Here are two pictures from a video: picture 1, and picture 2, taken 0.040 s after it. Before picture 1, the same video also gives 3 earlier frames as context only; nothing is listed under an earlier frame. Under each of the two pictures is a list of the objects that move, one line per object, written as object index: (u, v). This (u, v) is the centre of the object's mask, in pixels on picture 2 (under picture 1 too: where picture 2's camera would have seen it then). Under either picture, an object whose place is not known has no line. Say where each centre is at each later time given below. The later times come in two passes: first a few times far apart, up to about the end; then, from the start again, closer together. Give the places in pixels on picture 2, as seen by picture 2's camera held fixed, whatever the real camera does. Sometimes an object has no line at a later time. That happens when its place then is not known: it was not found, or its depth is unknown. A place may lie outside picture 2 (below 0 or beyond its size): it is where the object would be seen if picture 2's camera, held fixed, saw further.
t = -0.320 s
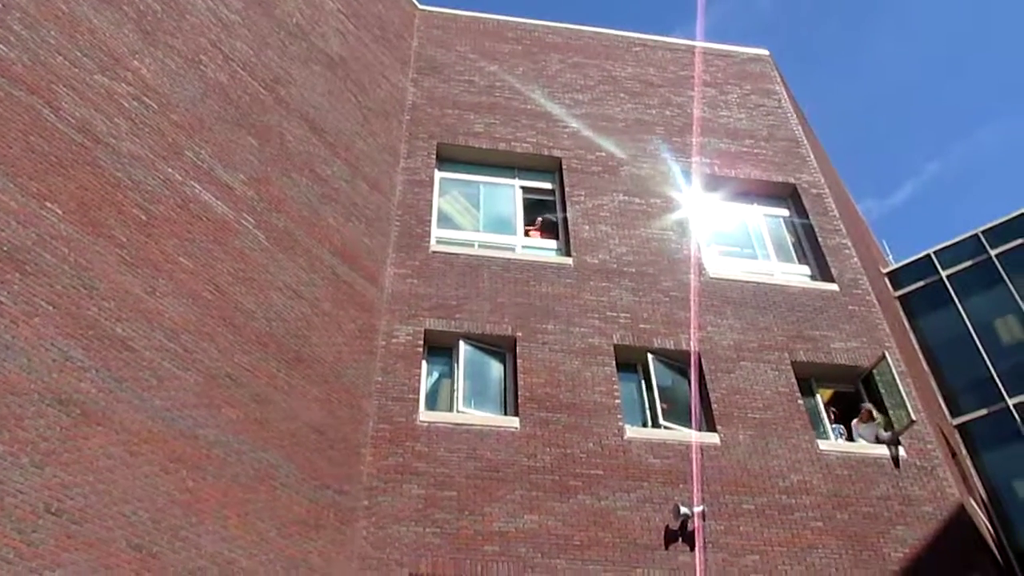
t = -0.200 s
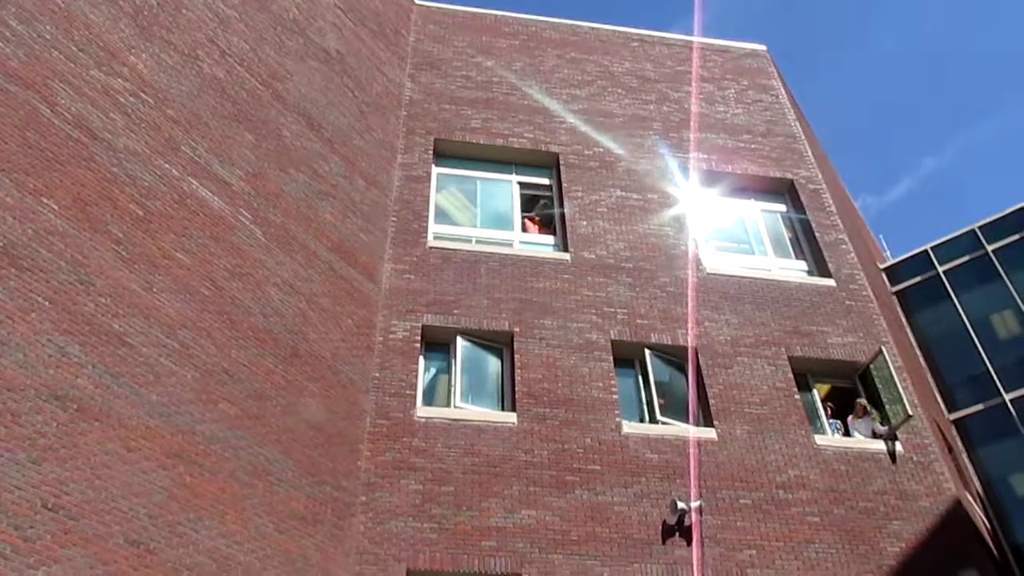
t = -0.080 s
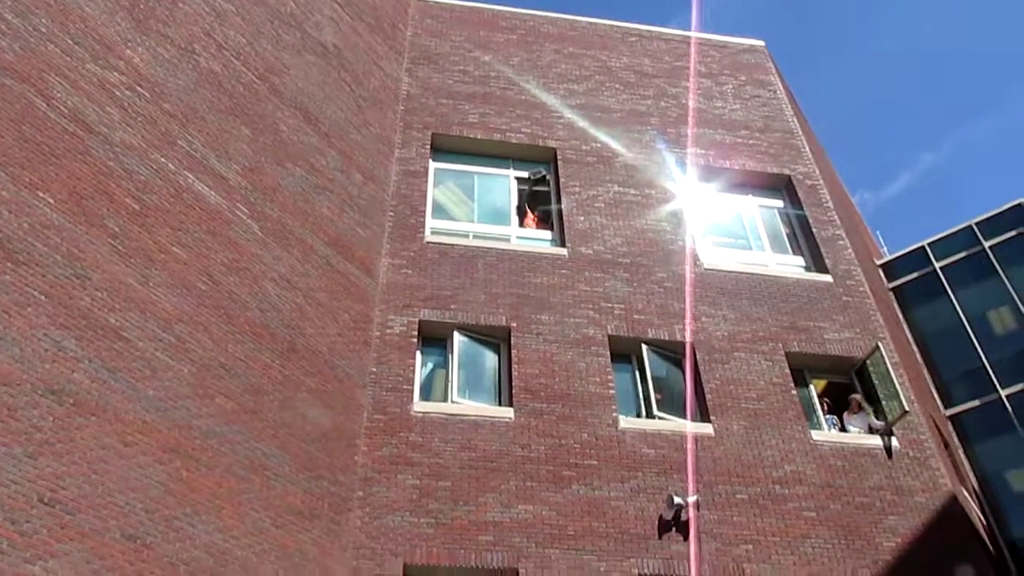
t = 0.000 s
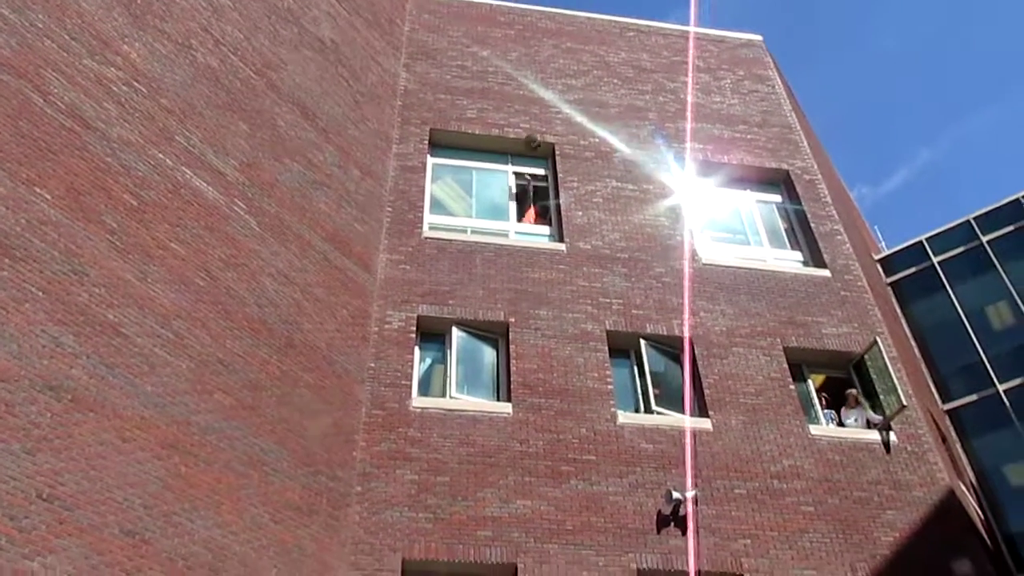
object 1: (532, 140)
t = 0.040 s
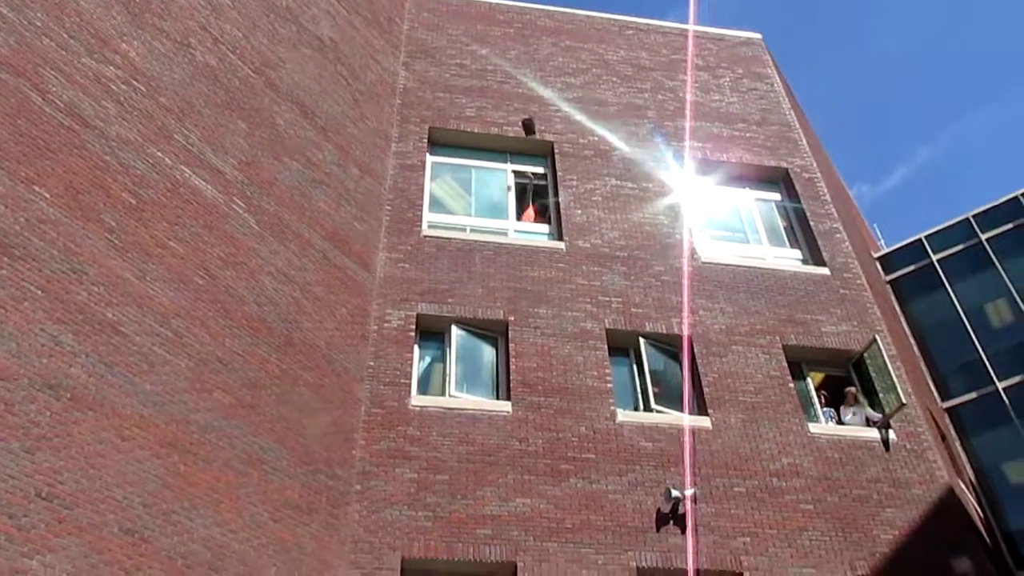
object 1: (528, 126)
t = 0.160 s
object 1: (523, 91)
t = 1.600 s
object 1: (482, 1)
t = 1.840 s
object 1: (470, 48)
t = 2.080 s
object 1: (452, 125)
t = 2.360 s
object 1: (425, 264)
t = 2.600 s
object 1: (397, 450)
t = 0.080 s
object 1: (526, 114)
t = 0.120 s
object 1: (525, 101)
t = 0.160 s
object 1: (523, 91)
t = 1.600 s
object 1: (482, 1)
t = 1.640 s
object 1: (481, 7)
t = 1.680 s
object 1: (480, 14)
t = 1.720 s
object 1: (477, 23)
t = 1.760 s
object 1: (475, 30)
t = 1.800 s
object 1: (472, 39)
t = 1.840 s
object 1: (470, 48)
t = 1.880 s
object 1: (467, 57)
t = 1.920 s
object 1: (465, 69)
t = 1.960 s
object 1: (461, 81)
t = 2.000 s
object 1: (459, 93)
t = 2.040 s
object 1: (456, 108)
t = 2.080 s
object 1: (452, 125)
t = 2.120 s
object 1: (448, 140)
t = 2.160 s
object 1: (445, 156)
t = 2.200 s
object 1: (442, 175)
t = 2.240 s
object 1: (437, 195)
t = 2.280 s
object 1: (433, 217)
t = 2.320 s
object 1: (429, 239)
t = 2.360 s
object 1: (425, 264)
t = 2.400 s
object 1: (420, 290)
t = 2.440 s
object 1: (417, 320)
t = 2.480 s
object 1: (411, 347)
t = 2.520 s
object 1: (406, 380)
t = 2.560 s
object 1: (401, 414)
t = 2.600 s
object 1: (397, 450)
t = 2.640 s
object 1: (389, 490)
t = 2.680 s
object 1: (384, 529)
